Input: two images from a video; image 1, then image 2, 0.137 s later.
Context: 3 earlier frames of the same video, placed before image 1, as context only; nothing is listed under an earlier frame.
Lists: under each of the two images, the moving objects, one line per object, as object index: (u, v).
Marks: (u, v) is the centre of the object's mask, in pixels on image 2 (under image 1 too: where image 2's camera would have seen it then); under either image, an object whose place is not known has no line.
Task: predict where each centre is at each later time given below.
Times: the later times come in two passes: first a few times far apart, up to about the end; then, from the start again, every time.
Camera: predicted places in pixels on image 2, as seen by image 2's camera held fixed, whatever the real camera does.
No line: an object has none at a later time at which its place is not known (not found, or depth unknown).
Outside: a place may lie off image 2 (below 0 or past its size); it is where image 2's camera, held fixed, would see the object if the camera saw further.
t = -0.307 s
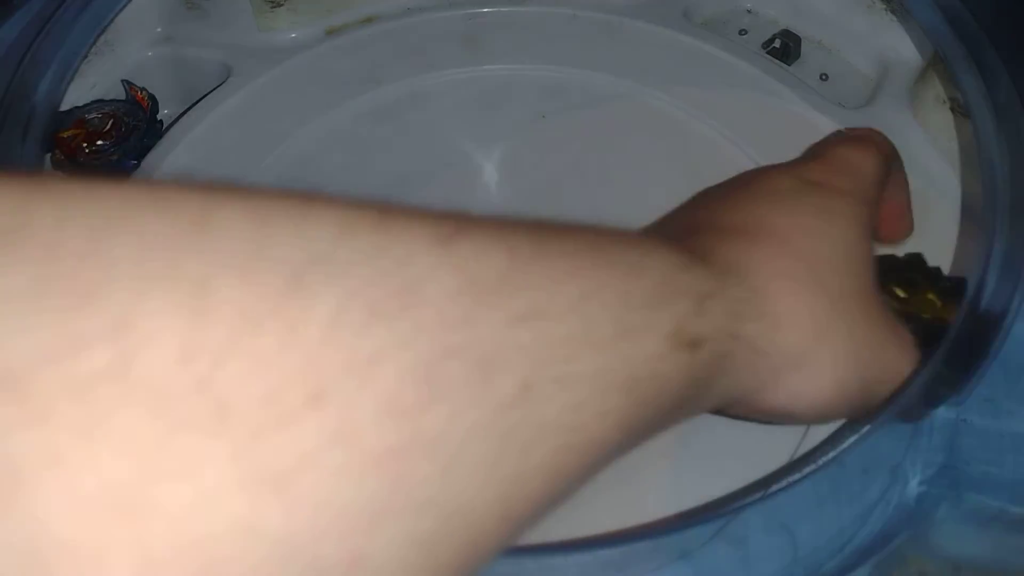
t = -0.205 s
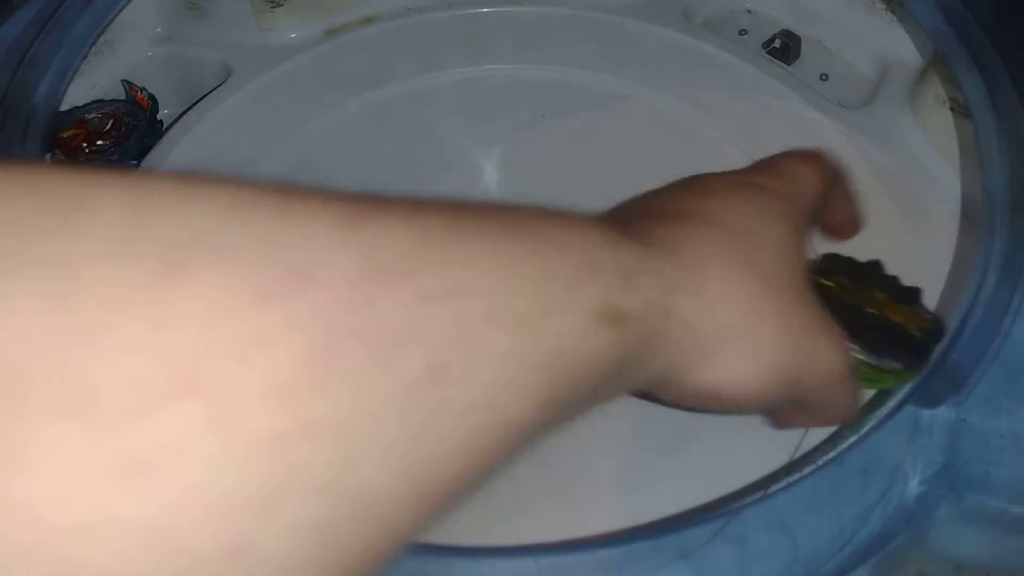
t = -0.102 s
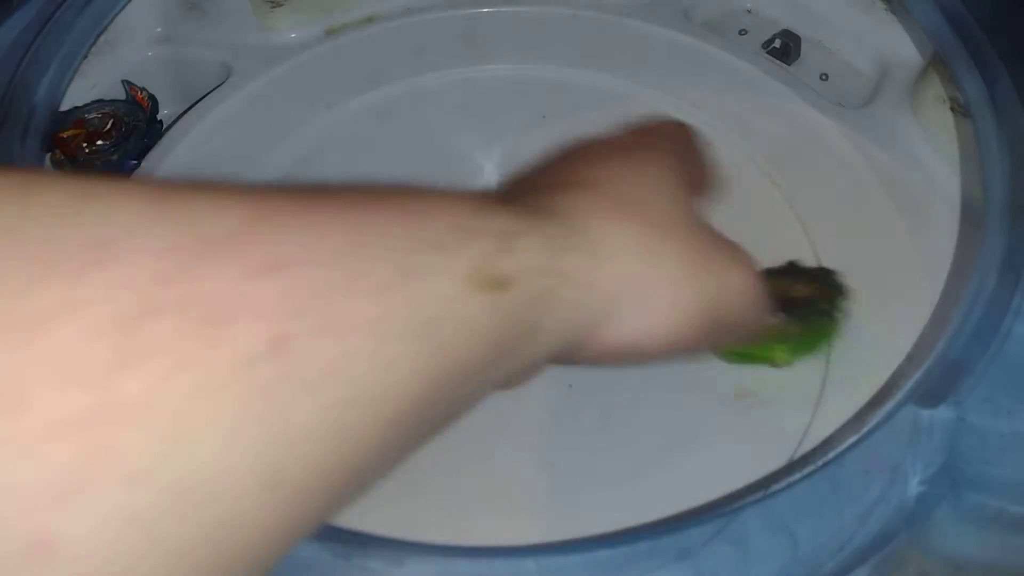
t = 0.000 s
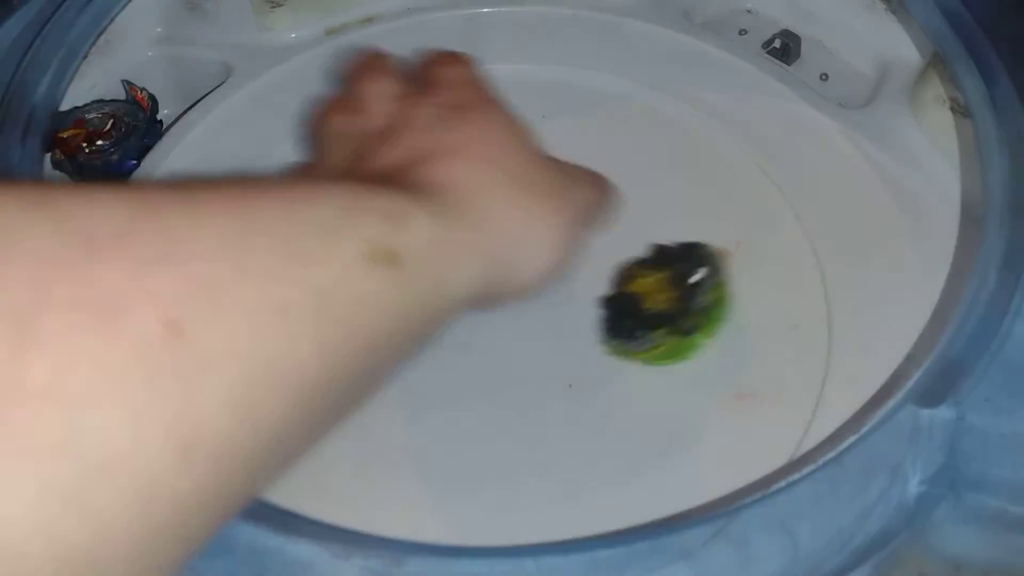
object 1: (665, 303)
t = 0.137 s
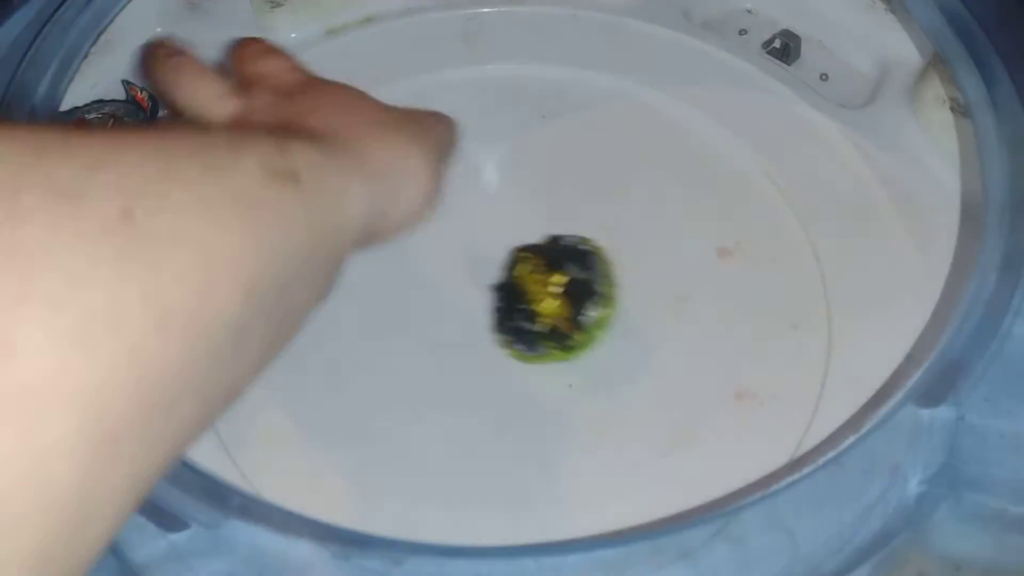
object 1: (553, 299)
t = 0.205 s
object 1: (528, 292)
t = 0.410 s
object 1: (537, 274)
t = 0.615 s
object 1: (528, 281)
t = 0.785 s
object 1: (524, 293)
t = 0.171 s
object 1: (537, 296)
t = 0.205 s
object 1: (528, 292)
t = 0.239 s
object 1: (524, 288)
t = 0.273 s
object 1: (525, 284)
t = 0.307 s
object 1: (528, 281)
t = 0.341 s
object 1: (534, 276)
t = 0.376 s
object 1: (536, 275)
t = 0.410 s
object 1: (537, 274)
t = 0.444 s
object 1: (537, 275)
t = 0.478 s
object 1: (536, 275)
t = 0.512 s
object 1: (534, 276)
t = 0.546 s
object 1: (531, 278)
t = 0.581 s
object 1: (529, 280)
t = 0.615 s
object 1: (528, 281)
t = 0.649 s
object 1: (526, 284)
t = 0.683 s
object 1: (525, 286)
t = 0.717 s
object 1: (524, 289)
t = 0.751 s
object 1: (524, 291)
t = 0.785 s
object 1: (524, 293)
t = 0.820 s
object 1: (524, 295)
